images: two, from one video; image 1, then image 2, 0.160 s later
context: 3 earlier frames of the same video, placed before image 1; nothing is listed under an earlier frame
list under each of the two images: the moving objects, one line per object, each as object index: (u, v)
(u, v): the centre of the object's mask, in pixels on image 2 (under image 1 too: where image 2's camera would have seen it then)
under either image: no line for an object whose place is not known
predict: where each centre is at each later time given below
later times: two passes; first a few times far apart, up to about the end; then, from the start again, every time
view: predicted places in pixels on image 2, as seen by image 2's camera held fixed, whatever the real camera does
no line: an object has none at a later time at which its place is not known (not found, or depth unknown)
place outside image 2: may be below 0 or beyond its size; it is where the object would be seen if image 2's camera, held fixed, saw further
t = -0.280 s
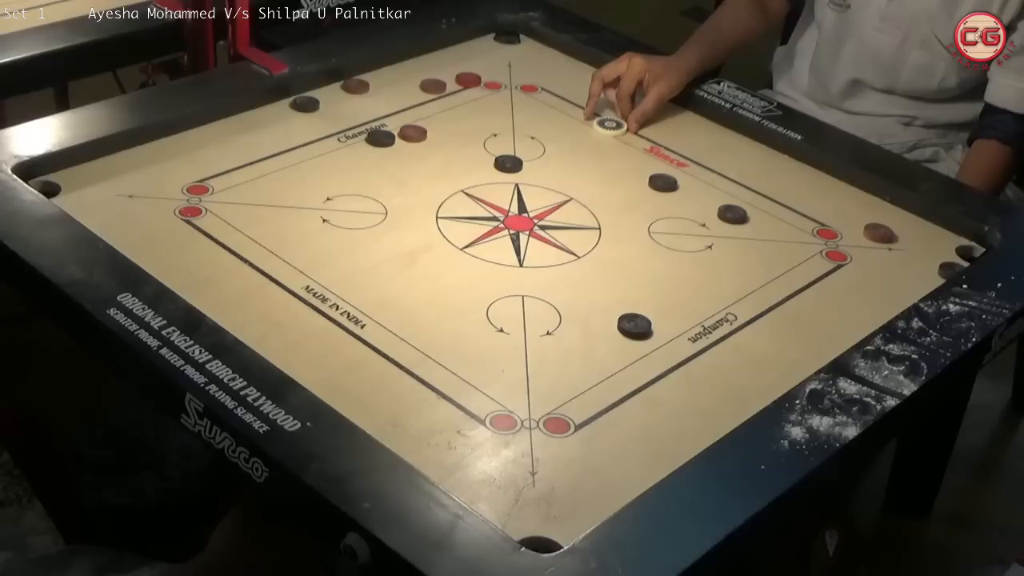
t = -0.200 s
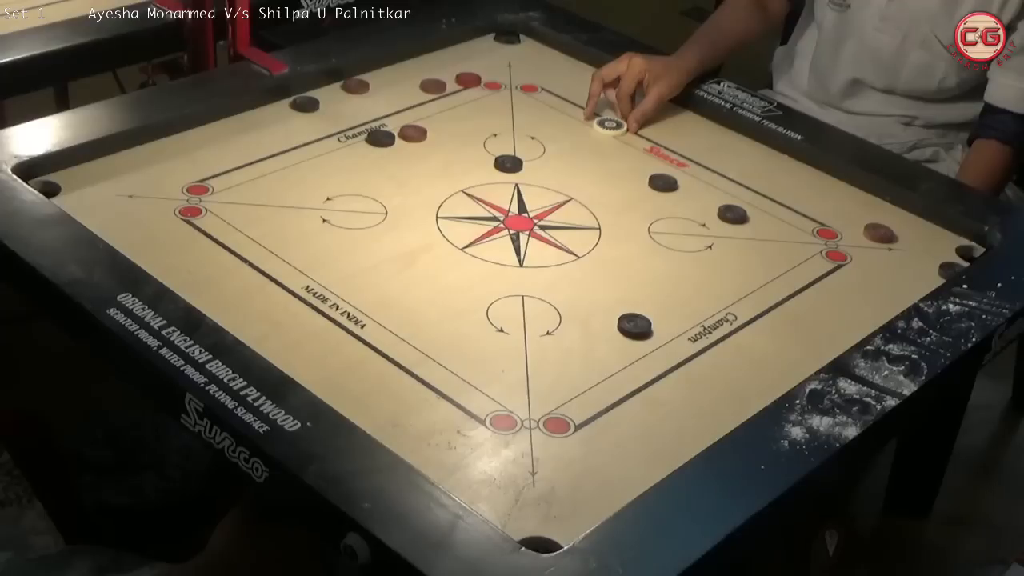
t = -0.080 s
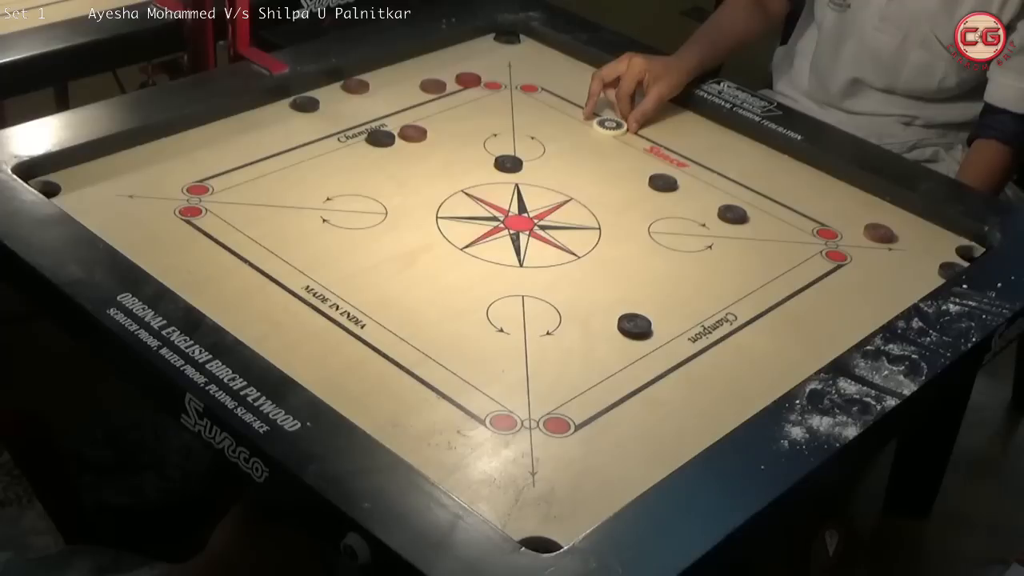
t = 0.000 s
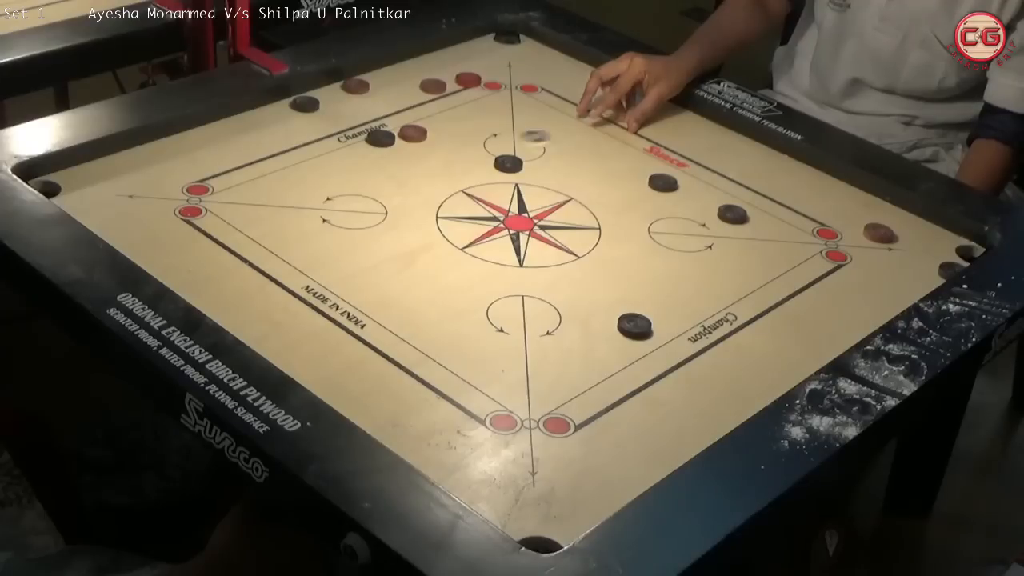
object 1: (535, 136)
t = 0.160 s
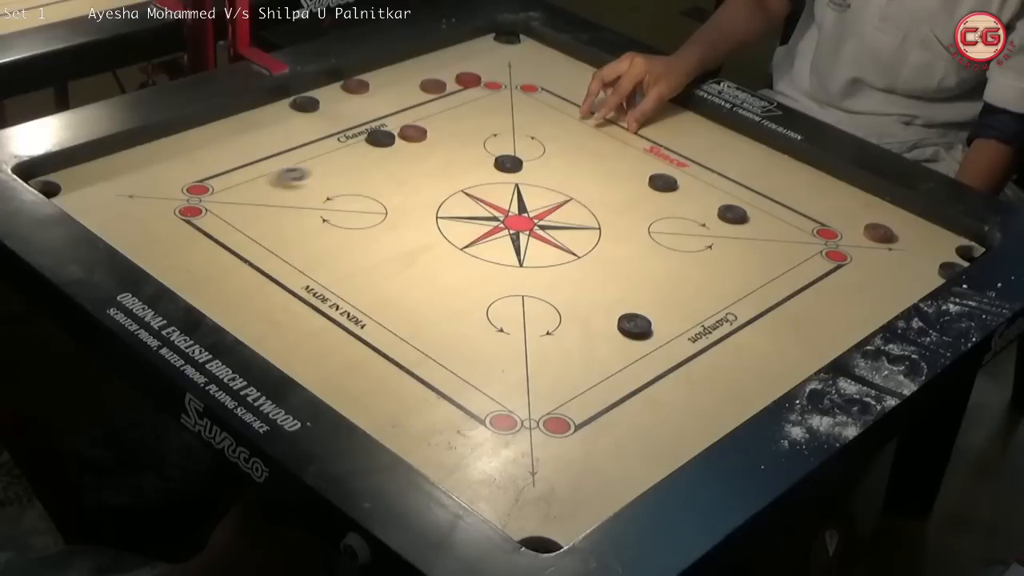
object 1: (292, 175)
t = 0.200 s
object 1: (230, 187)
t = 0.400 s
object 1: (165, 164)
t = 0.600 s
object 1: (293, 106)
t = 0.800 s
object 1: (342, 104)
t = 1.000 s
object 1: (355, 105)
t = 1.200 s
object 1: (356, 105)
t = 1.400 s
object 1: (356, 105)
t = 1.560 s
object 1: (356, 105)
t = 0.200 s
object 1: (230, 187)
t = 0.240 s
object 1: (165, 198)
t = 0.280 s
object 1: (100, 208)
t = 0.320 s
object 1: (91, 201)
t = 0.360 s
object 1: (130, 182)
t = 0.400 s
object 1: (165, 164)
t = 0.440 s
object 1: (196, 150)
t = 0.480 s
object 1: (226, 135)
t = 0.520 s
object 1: (254, 121)
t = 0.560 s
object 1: (277, 108)
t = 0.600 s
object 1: (293, 106)
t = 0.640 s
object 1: (309, 104)
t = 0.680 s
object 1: (322, 103)
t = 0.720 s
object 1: (330, 104)
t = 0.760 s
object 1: (337, 104)
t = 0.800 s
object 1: (342, 104)
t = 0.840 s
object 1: (346, 105)
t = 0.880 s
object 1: (349, 104)
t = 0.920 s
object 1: (352, 105)
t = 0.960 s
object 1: (354, 105)
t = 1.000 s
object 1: (355, 105)
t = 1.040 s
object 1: (355, 105)
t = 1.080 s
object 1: (355, 105)
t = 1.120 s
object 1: (356, 105)
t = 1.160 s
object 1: (356, 105)
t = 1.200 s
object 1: (356, 105)
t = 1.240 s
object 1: (356, 105)
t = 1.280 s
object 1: (356, 105)
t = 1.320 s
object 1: (356, 105)
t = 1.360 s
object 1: (356, 105)
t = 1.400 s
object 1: (356, 105)
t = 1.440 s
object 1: (356, 105)
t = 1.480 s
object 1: (356, 105)
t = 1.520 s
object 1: (356, 105)
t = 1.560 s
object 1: (356, 105)
